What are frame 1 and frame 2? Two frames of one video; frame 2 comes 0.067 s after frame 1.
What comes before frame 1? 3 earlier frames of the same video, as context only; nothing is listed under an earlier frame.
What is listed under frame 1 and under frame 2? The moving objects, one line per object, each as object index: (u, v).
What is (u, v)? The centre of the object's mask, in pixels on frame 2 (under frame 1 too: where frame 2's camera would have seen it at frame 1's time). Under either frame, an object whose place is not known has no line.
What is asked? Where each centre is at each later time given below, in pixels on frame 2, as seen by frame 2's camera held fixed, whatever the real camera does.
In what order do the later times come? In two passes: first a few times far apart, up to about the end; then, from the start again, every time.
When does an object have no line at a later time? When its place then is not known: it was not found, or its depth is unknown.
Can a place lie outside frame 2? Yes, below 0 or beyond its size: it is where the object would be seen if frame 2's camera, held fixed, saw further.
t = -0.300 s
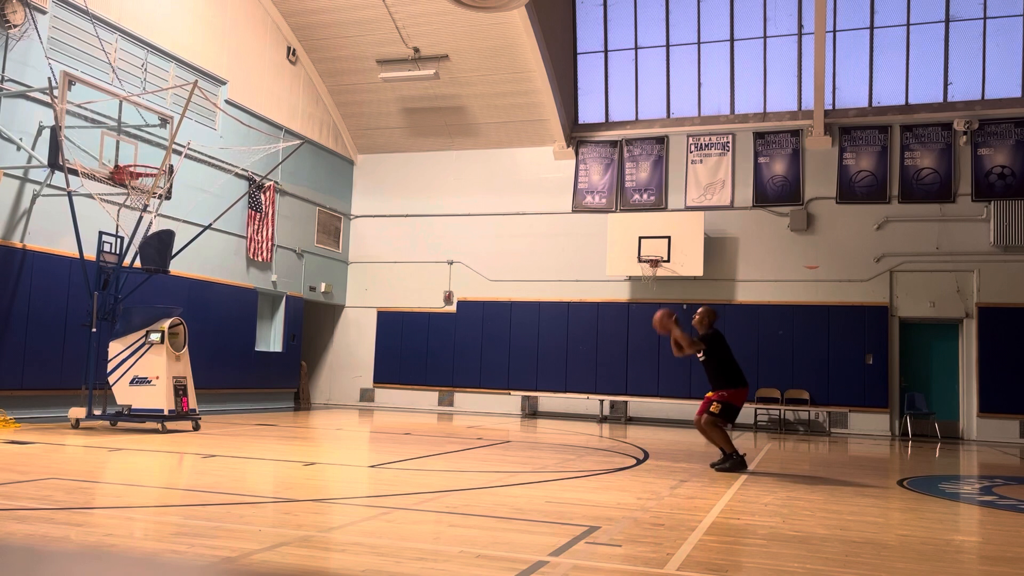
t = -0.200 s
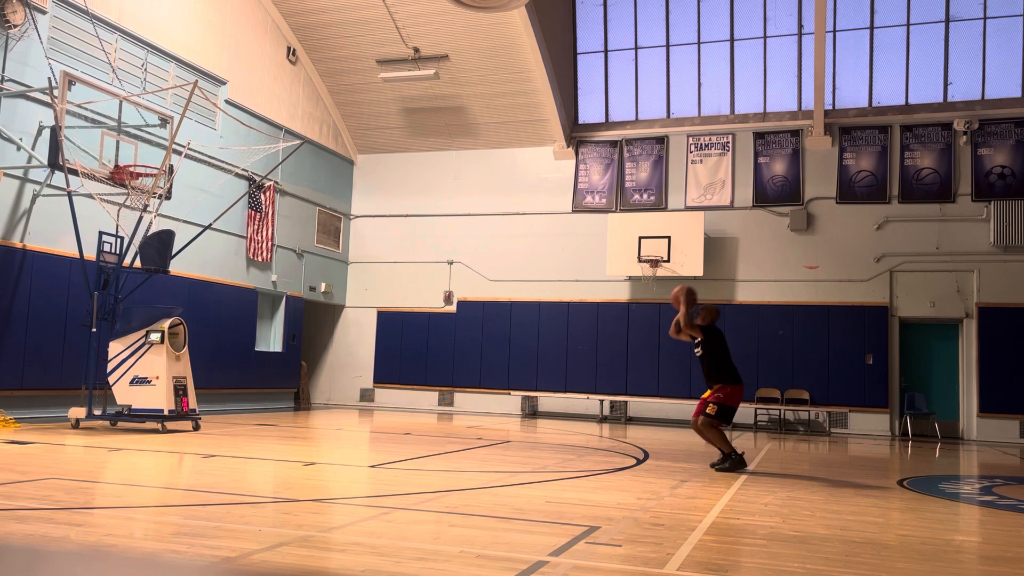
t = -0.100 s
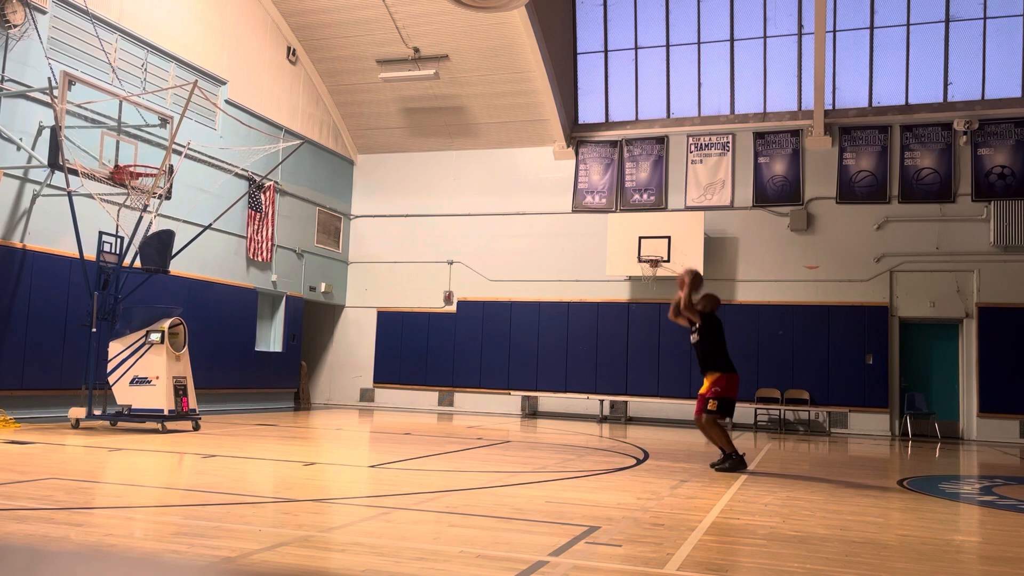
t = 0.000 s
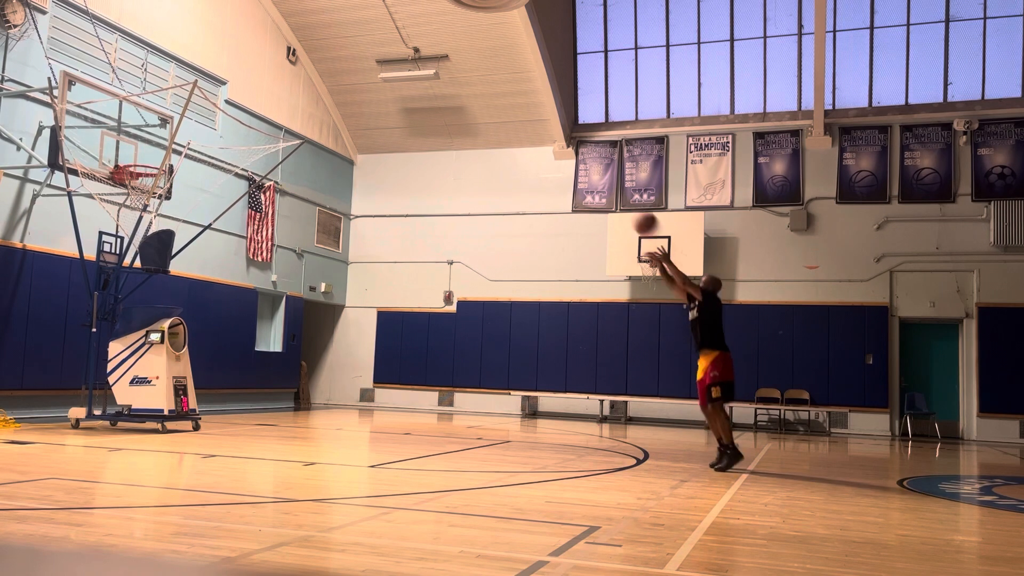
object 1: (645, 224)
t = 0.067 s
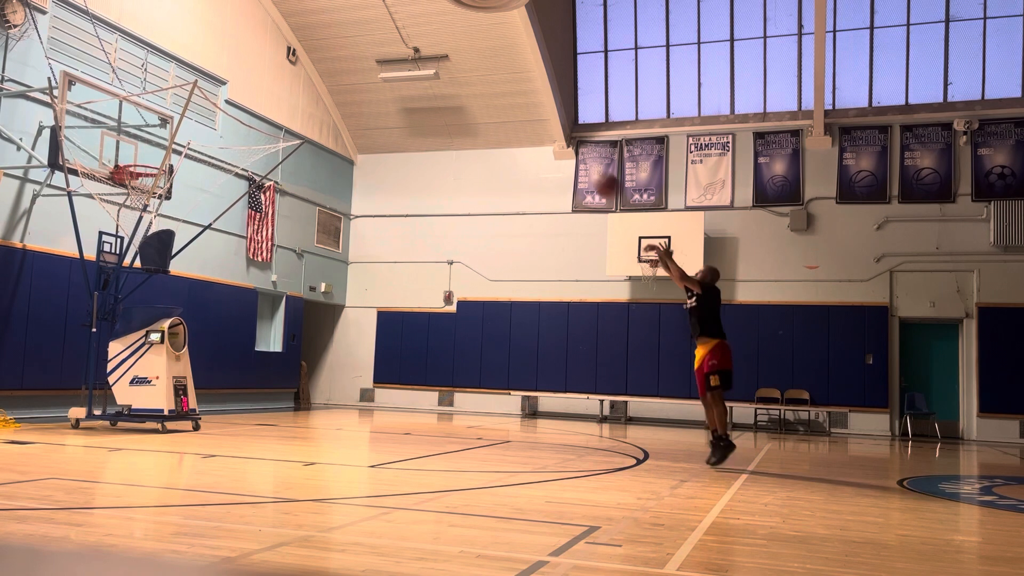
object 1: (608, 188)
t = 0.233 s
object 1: (518, 115)
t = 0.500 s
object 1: (389, 64)
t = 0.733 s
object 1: (288, 73)
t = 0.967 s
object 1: (195, 123)
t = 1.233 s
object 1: (135, 176)
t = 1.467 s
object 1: (144, 192)
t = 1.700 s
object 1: (148, 228)
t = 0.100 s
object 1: (588, 168)
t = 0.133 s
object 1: (567, 153)
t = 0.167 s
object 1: (551, 138)
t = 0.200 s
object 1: (535, 126)
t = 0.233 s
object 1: (518, 115)
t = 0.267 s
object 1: (501, 104)
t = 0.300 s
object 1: (484, 95)
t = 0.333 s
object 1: (468, 87)
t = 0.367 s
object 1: (452, 80)
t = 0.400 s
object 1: (436, 75)
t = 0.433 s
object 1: (420, 70)
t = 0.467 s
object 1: (405, 66)
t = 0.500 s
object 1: (389, 64)
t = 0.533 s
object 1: (374, 62)
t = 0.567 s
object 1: (360, 62)
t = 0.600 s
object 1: (345, 62)
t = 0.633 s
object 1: (330, 64)
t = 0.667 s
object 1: (316, 66)
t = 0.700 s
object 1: (302, 69)
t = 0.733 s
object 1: (288, 73)
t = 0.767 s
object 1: (274, 78)
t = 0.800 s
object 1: (261, 84)
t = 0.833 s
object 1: (247, 90)
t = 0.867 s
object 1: (233, 98)
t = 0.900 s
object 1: (221, 105)
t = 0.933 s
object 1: (207, 114)
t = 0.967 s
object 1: (195, 123)
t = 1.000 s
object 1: (183, 135)
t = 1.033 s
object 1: (168, 145)
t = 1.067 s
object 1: (155, 156)
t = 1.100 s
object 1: (142, 170)
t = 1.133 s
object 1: (137, 174)
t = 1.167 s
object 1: (134, 178)
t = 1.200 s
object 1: (133, 179)
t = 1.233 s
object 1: (135, 176)
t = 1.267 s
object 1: (137, 177)
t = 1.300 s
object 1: (139, 177)
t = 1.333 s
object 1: (140, 179)
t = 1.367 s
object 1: (140, 180)
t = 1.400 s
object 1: (143, 184)
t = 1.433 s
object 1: (143, 187)
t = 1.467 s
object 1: (144, 192)
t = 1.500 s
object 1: (147, 193)
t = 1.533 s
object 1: (148, 196)
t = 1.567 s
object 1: (149, 204)
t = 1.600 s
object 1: (149, 211)
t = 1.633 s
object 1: (150, 219)
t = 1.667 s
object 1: (149, 224)
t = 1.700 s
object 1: (148, 228)
